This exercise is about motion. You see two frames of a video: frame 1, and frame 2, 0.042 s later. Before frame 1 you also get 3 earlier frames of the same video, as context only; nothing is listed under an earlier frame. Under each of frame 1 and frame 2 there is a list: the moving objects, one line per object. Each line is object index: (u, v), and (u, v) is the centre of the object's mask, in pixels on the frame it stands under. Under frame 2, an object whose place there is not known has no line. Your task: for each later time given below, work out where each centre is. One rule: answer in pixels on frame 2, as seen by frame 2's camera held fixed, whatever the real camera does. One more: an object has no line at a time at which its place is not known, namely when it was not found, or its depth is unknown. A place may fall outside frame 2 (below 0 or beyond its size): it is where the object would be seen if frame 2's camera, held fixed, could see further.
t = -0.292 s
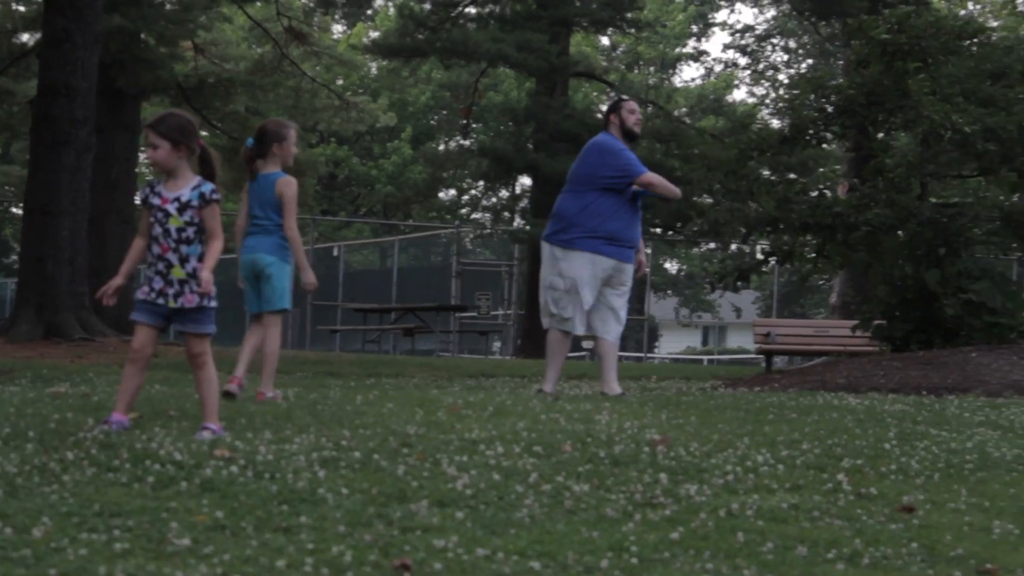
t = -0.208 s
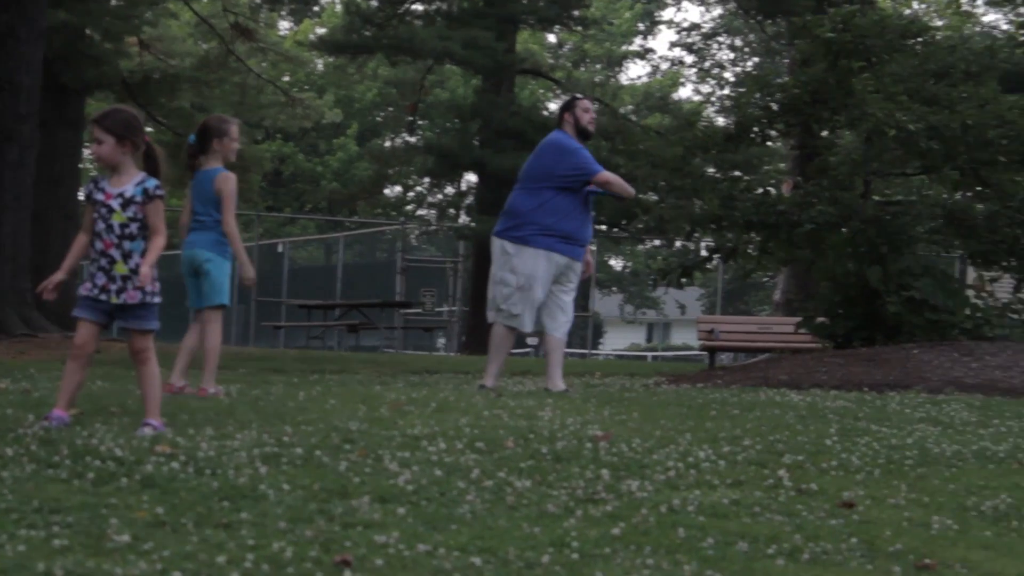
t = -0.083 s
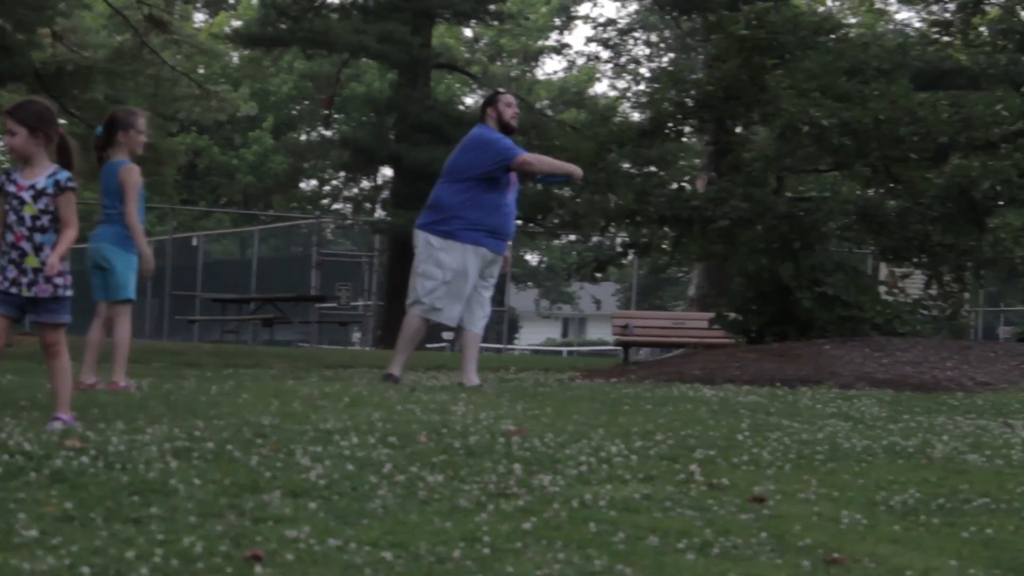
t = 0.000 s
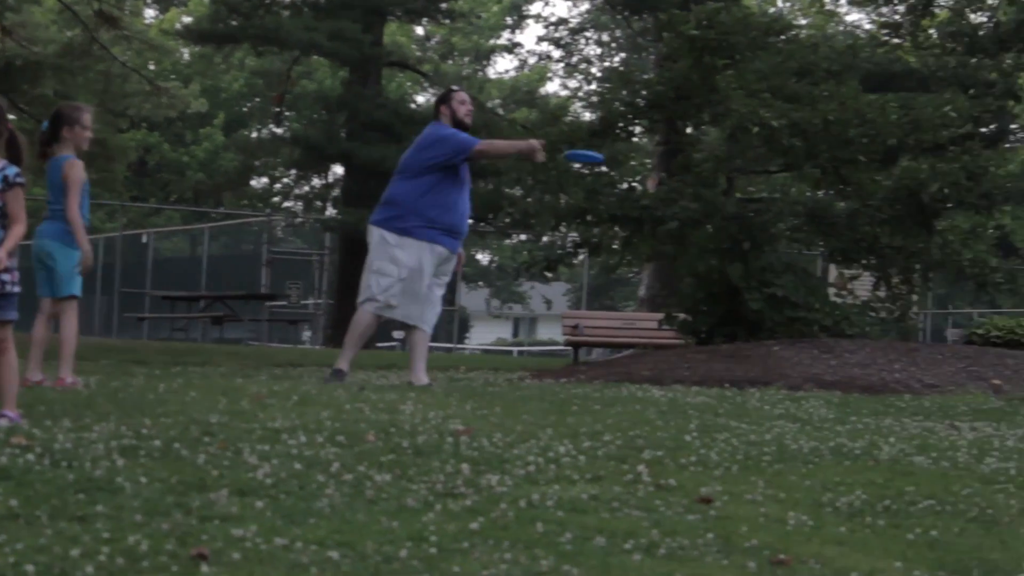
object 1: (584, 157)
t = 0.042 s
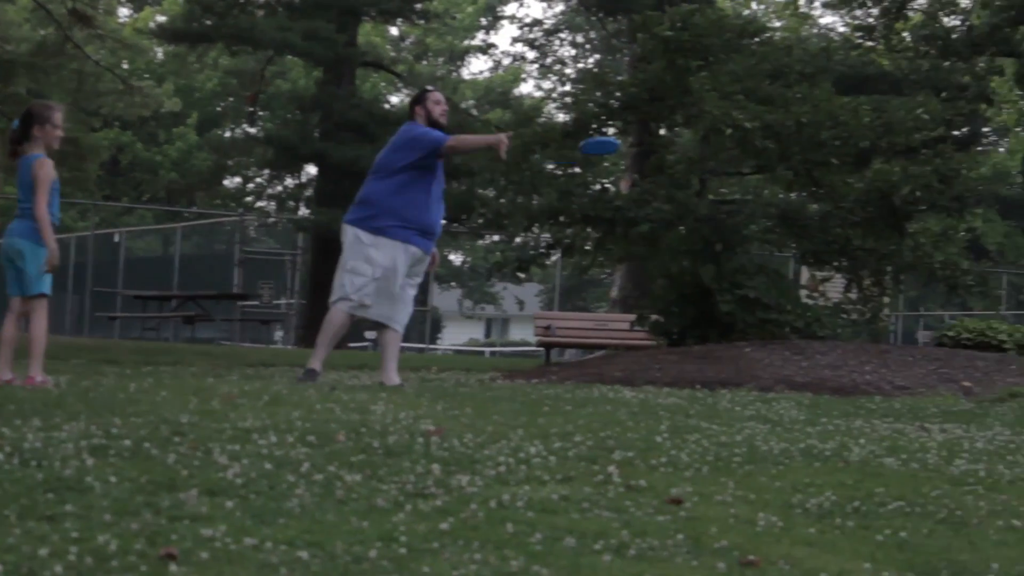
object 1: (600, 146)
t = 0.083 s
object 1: (636, 136)
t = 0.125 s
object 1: (675, 125)
